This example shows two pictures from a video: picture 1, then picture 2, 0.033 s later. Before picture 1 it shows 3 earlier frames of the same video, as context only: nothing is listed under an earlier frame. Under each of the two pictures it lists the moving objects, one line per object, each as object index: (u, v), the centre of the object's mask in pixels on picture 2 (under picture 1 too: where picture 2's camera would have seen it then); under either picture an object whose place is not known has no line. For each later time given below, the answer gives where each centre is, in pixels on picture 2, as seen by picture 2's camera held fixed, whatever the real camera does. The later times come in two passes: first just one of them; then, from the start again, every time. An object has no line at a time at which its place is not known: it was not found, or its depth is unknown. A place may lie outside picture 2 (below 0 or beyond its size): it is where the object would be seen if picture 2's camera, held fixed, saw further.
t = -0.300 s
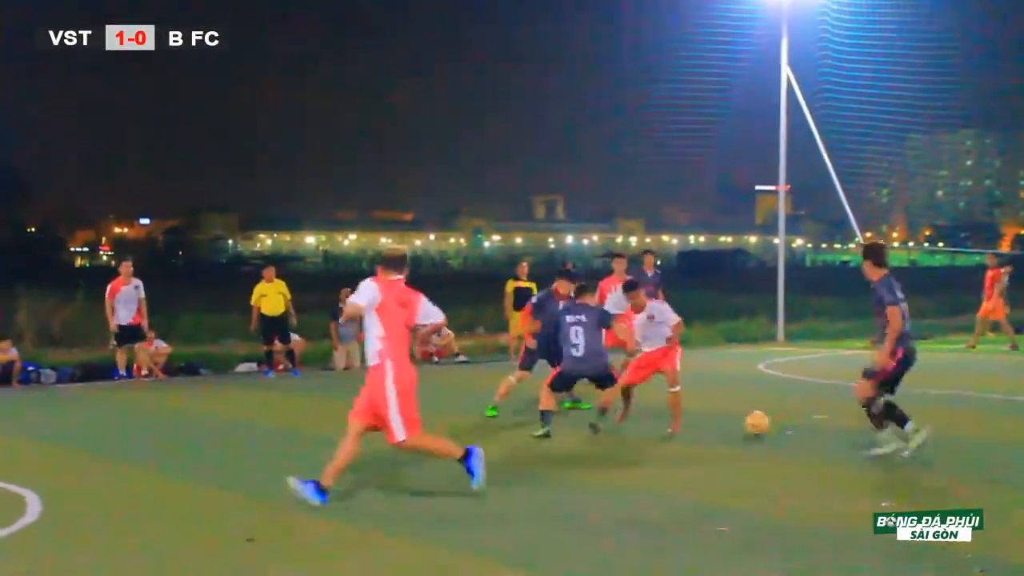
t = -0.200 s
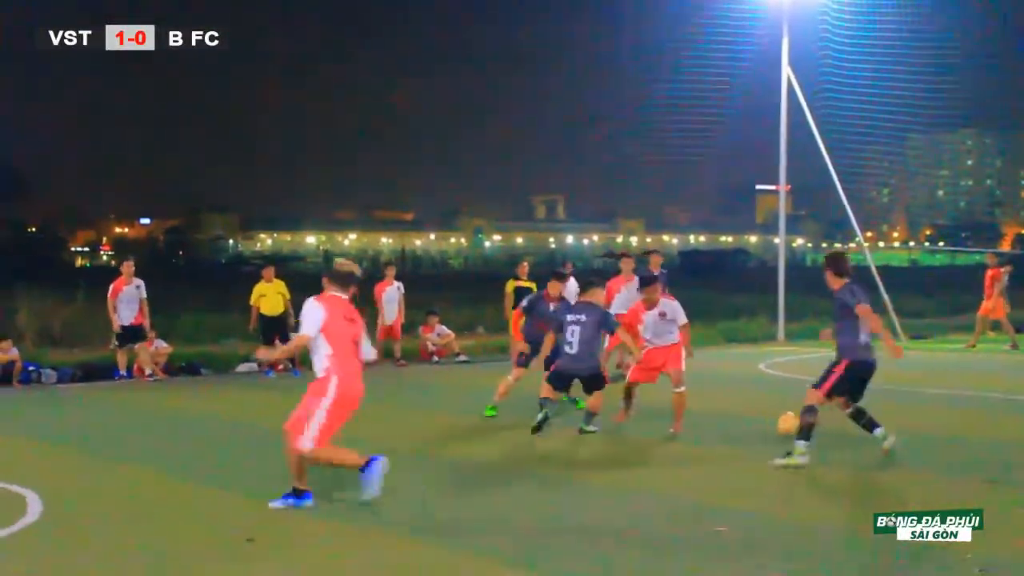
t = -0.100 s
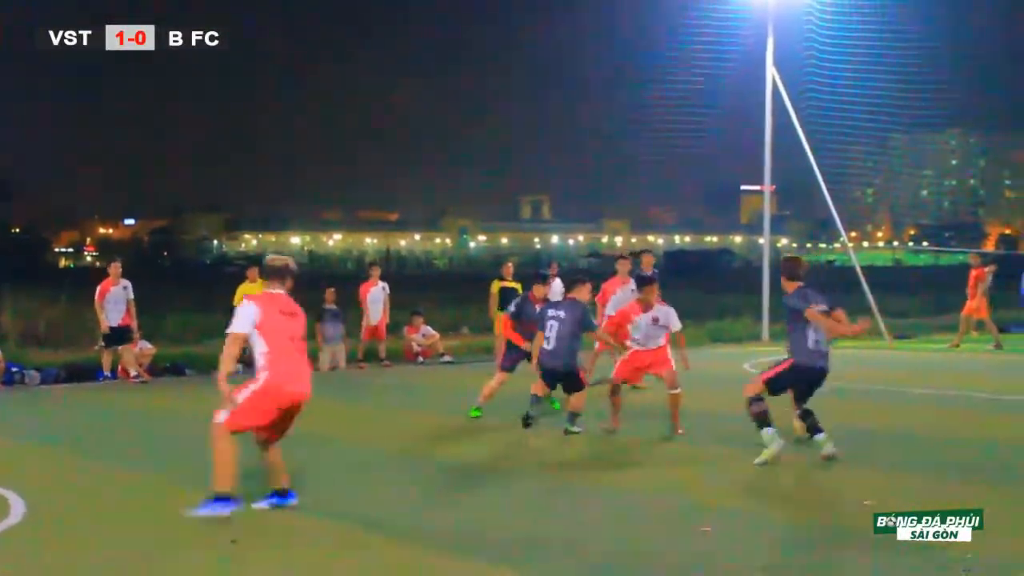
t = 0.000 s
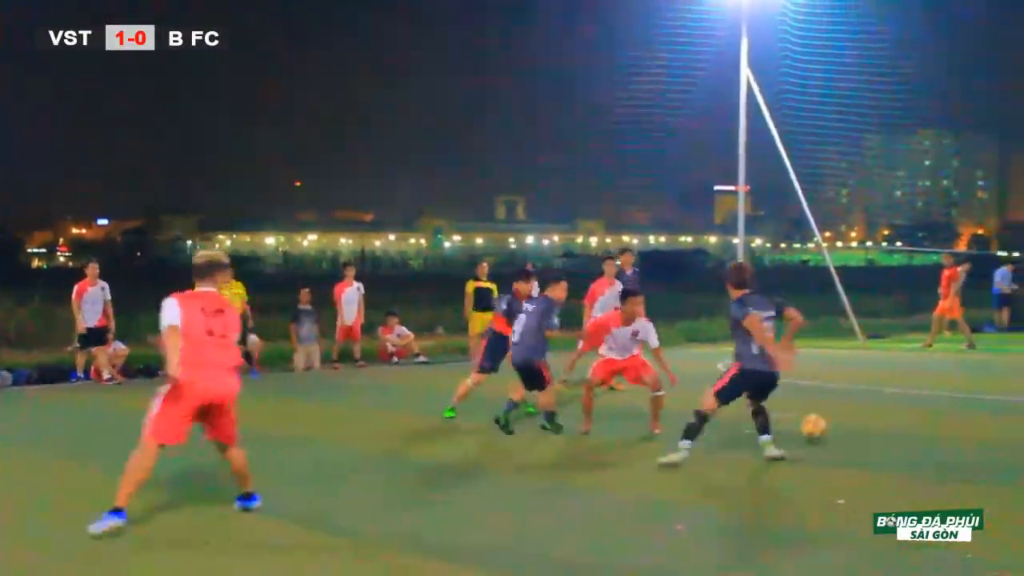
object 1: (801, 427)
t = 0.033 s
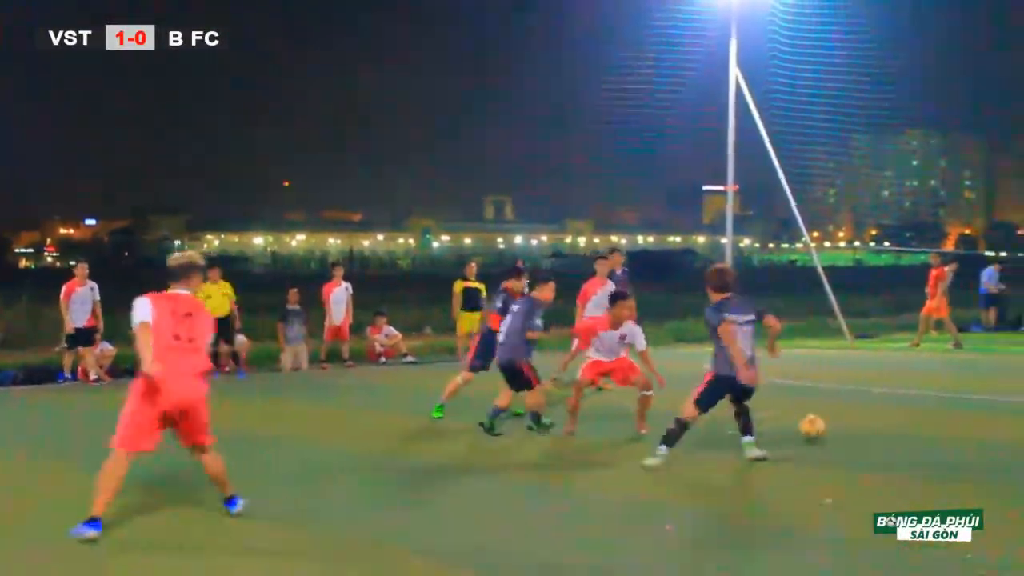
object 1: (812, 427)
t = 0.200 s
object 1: (866, 429)
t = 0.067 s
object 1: (823, 427)
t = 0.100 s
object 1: (833, 428)
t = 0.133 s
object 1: (846, 429)
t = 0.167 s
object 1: (856, 429)
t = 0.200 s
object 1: (866, 429)
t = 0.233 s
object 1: (877, 429)
